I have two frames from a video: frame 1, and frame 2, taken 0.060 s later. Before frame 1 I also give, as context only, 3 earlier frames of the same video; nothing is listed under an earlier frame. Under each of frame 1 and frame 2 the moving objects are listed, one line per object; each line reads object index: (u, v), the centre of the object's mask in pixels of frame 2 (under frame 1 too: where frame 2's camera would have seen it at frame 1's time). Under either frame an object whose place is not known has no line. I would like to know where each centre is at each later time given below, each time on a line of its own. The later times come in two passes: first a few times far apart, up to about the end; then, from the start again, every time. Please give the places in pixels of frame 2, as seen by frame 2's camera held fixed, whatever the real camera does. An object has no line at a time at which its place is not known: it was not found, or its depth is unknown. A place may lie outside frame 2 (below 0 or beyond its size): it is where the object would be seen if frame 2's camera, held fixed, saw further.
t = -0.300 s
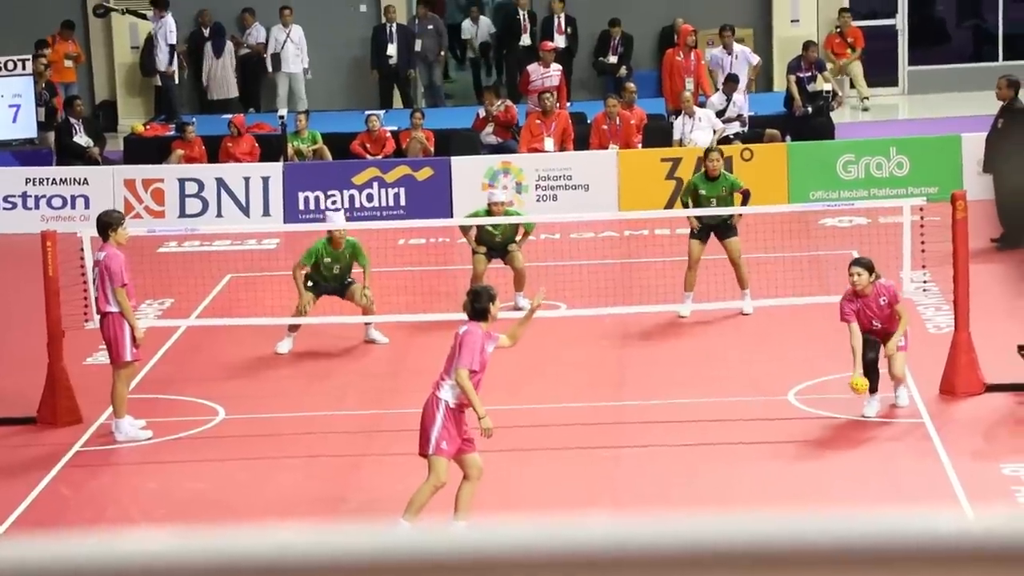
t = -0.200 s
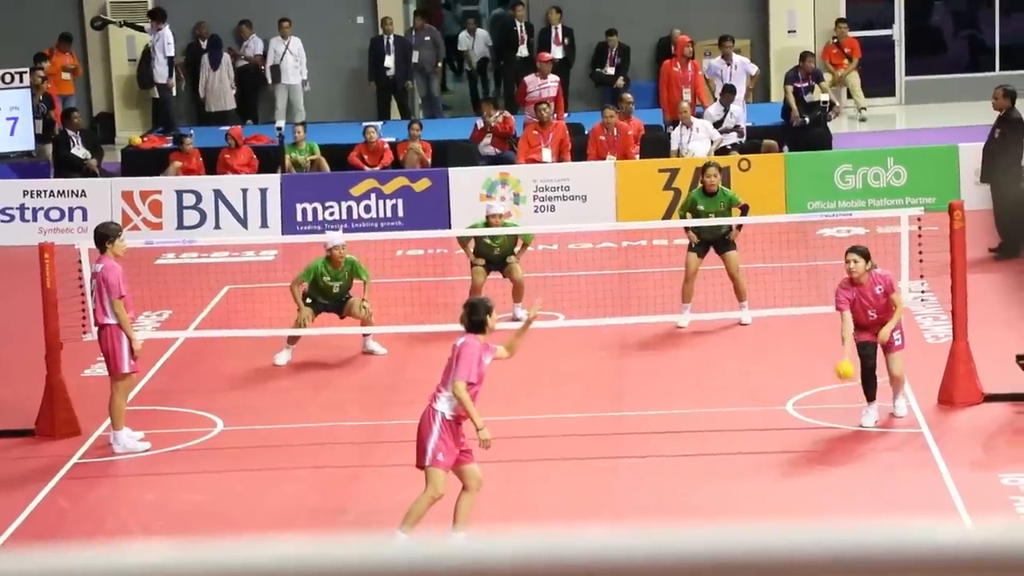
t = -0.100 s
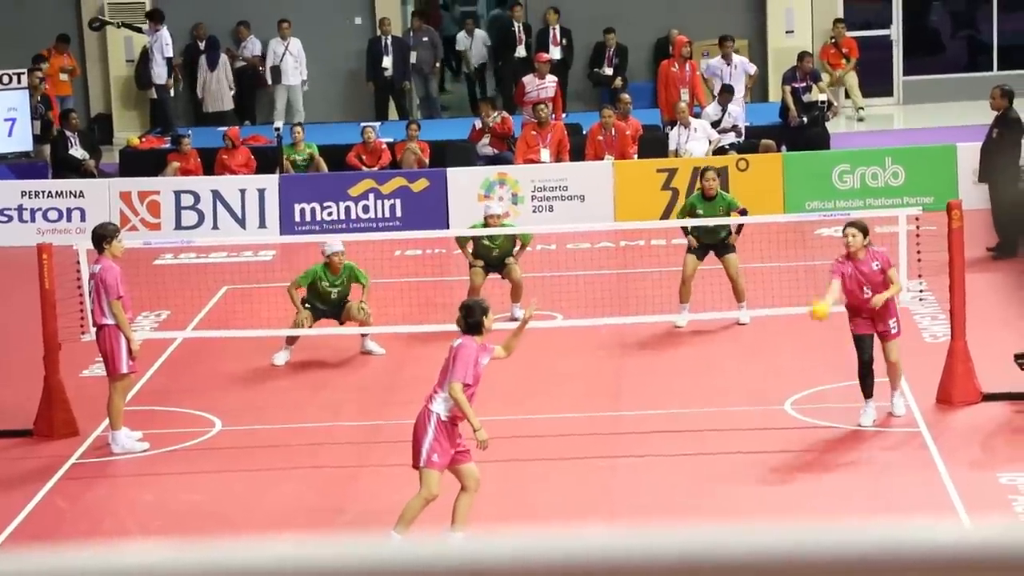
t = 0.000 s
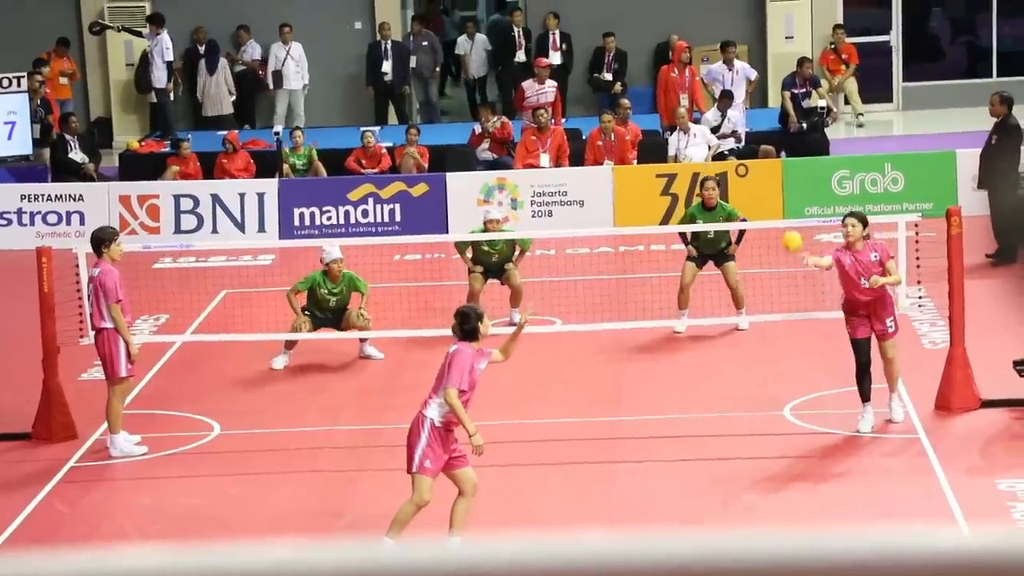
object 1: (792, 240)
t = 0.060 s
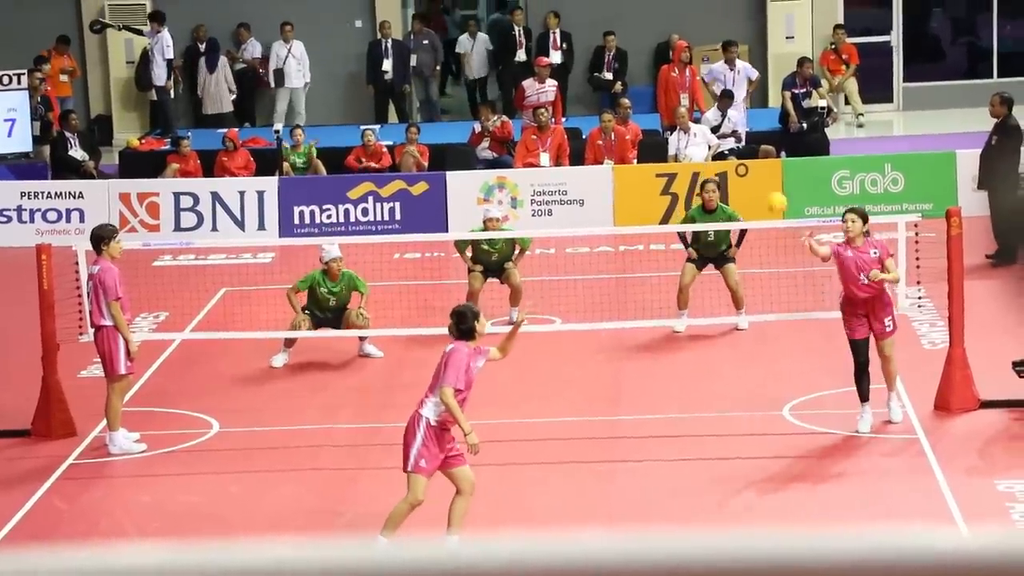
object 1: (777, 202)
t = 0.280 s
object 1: (721, 99)
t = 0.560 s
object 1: (650, 67)
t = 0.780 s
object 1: (595, 128)
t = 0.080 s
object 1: (771, 189)
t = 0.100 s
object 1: (767, 177)
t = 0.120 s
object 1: (762, 168)
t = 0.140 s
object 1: (756, 156)
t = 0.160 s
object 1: (751, 148)
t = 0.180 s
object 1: (747, 139)
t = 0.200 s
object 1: (742, 129)
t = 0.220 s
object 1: (736, 120)
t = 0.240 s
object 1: (730, 113)
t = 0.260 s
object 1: (726, 106)
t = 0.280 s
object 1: (721, 99)
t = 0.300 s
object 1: (716, 92)
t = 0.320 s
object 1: (712, 87)
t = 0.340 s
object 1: (706, 82)
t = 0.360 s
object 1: (701, 78)
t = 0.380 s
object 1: (696, 74)
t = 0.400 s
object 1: (691, 70)
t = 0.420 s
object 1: (685, 68)
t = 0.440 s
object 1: (681, 67)
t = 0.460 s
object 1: (676, 65)
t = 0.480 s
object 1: (671, 65)
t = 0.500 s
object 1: (665, 64)
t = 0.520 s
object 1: (660, 65)
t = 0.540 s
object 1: (655, 66)
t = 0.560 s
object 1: (650, 67)
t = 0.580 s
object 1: (645, 70)
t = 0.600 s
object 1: (640, 72)
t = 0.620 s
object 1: (635, 76)
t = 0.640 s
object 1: (630, 80)
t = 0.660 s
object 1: (625, 85)
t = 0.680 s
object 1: (620, 91)
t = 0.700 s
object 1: (614, 96)
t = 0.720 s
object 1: (609, 103)
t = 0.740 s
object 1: (605, 110)
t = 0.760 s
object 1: (600, 118)
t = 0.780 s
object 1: (595, 128)
